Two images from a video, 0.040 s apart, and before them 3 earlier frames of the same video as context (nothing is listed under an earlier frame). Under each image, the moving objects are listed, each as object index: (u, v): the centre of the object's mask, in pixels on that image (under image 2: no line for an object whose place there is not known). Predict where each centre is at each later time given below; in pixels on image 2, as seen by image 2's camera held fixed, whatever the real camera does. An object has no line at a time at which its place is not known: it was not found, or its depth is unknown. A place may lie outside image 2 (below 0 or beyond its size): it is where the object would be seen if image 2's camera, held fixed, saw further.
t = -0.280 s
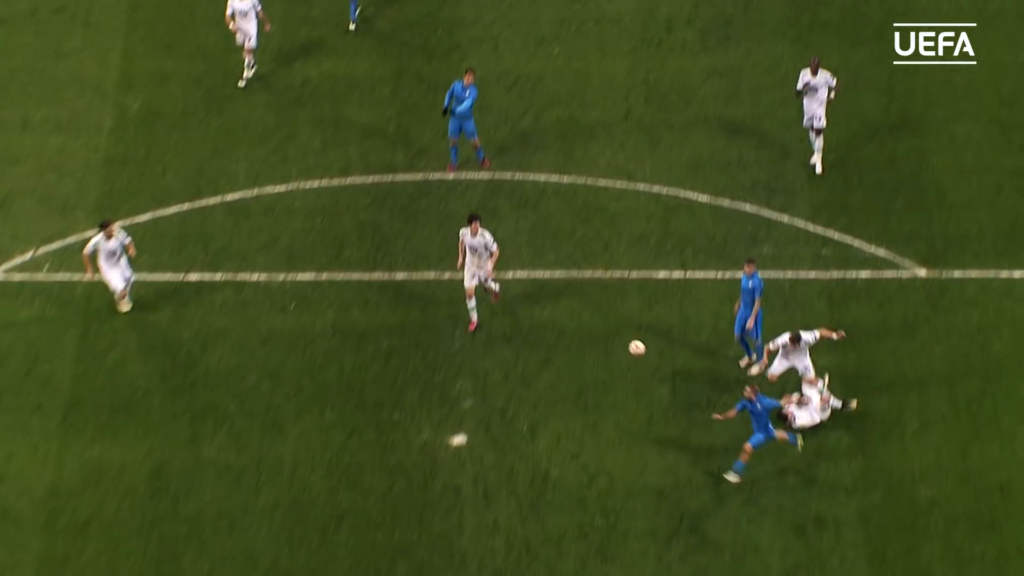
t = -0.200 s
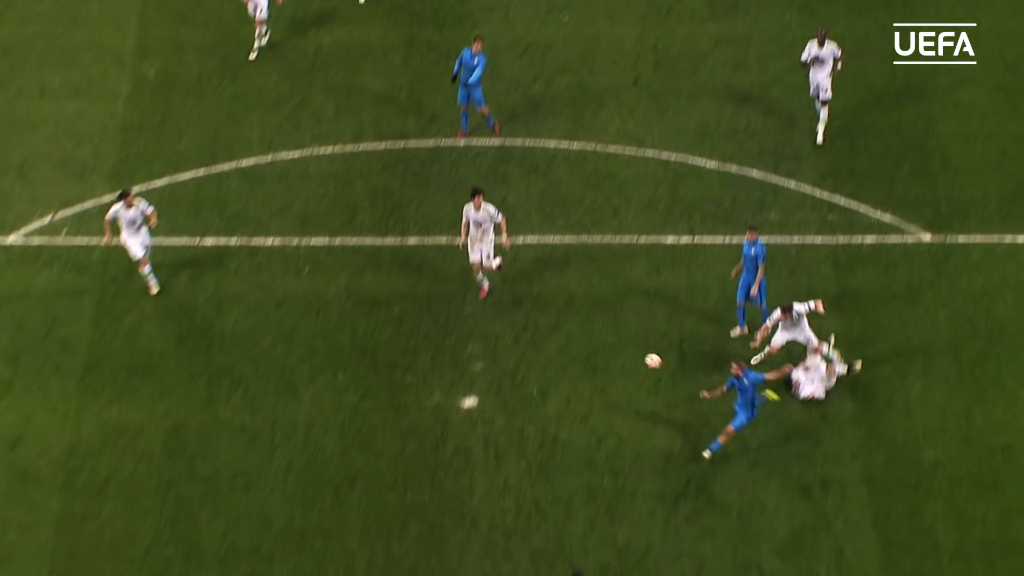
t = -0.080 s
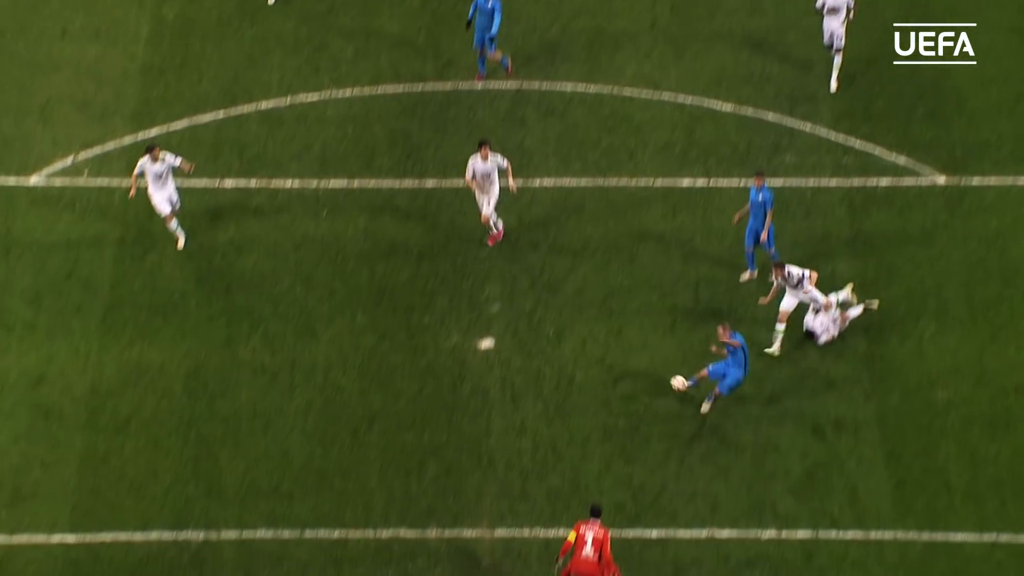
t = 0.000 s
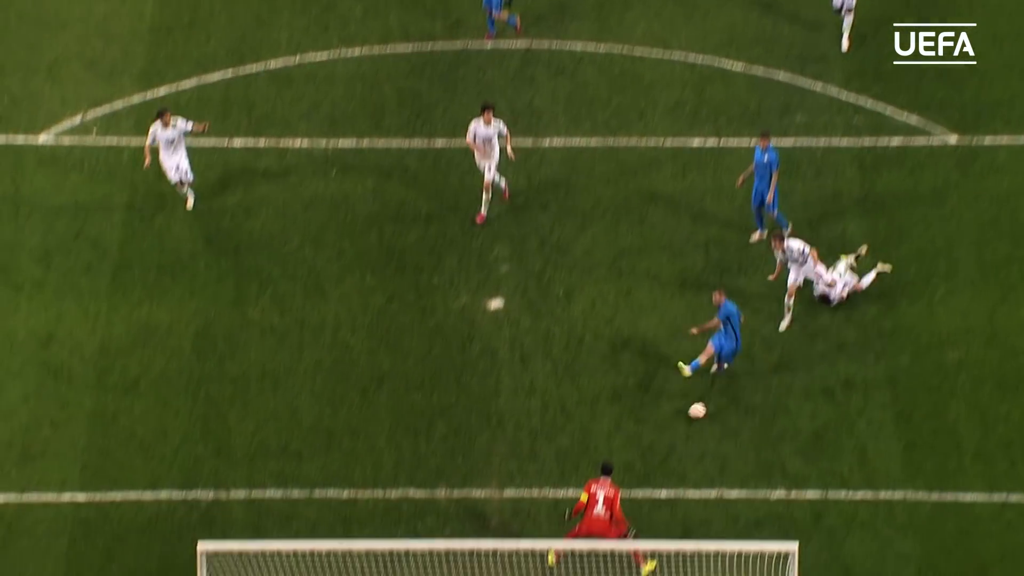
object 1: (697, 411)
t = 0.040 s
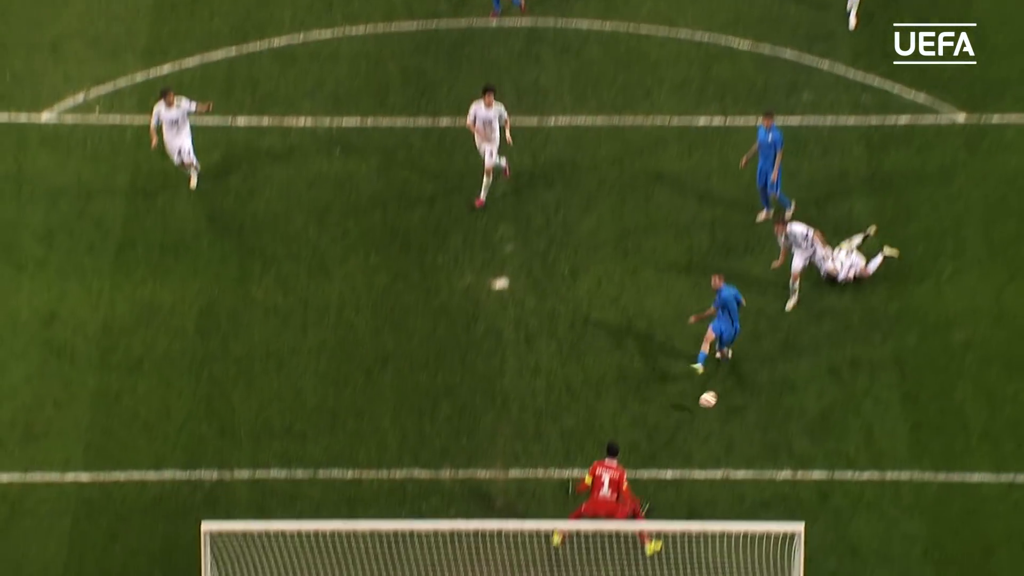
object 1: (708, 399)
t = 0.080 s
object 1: (713, 409)
